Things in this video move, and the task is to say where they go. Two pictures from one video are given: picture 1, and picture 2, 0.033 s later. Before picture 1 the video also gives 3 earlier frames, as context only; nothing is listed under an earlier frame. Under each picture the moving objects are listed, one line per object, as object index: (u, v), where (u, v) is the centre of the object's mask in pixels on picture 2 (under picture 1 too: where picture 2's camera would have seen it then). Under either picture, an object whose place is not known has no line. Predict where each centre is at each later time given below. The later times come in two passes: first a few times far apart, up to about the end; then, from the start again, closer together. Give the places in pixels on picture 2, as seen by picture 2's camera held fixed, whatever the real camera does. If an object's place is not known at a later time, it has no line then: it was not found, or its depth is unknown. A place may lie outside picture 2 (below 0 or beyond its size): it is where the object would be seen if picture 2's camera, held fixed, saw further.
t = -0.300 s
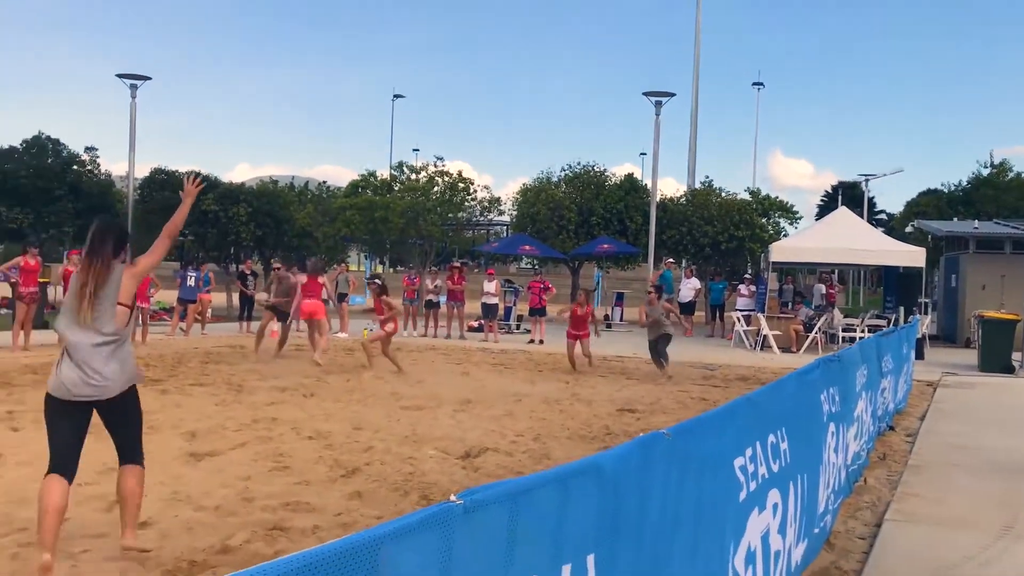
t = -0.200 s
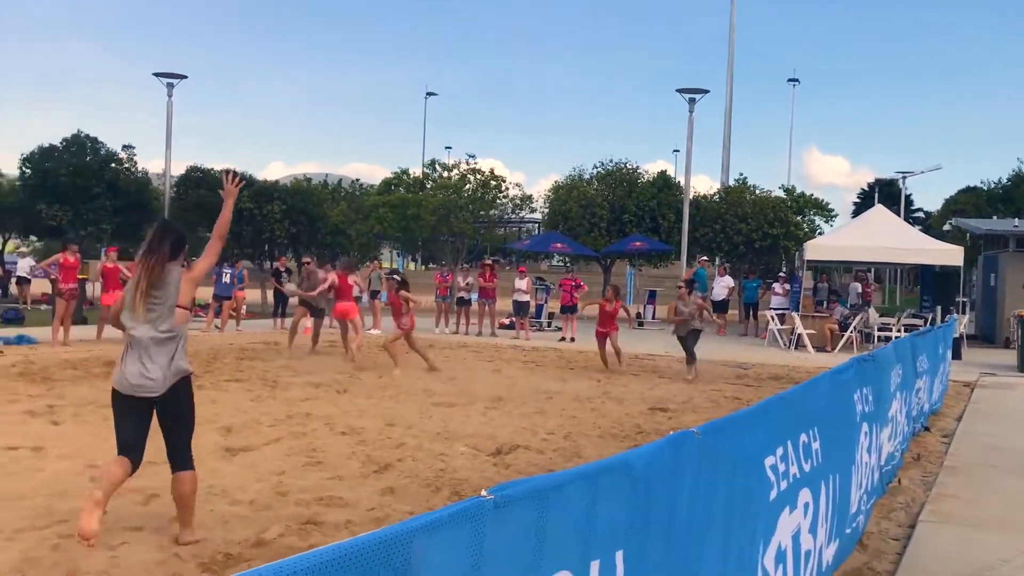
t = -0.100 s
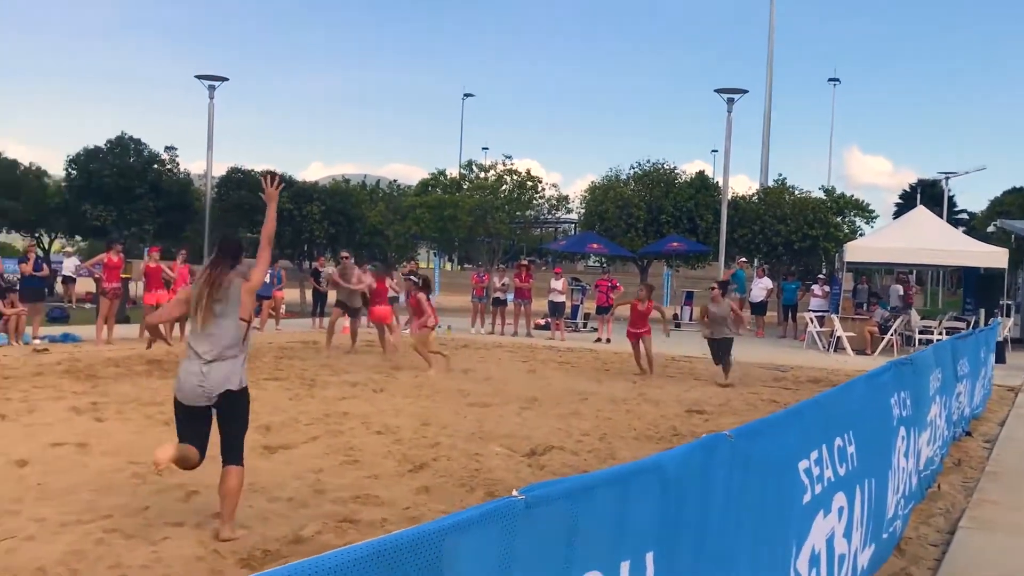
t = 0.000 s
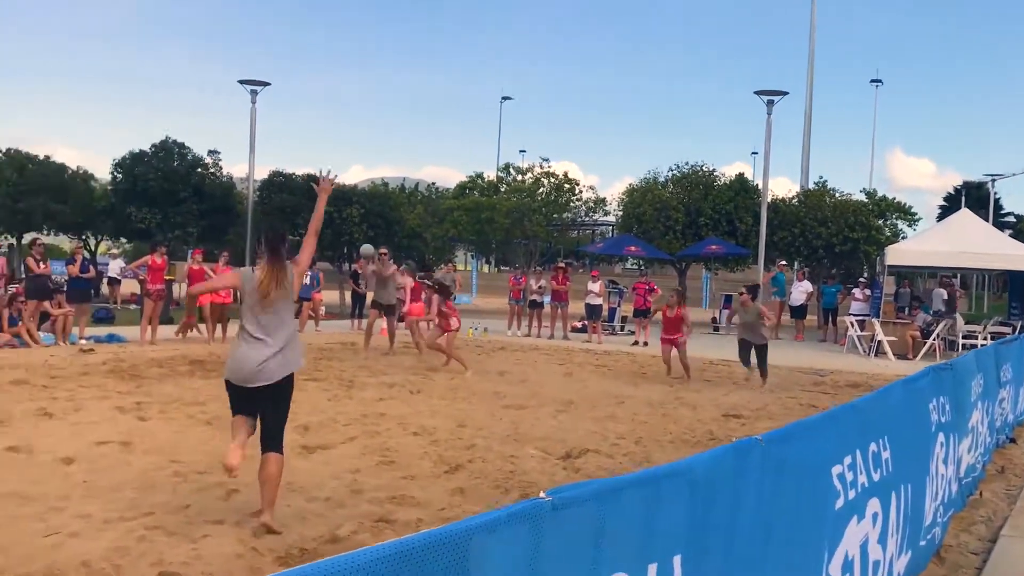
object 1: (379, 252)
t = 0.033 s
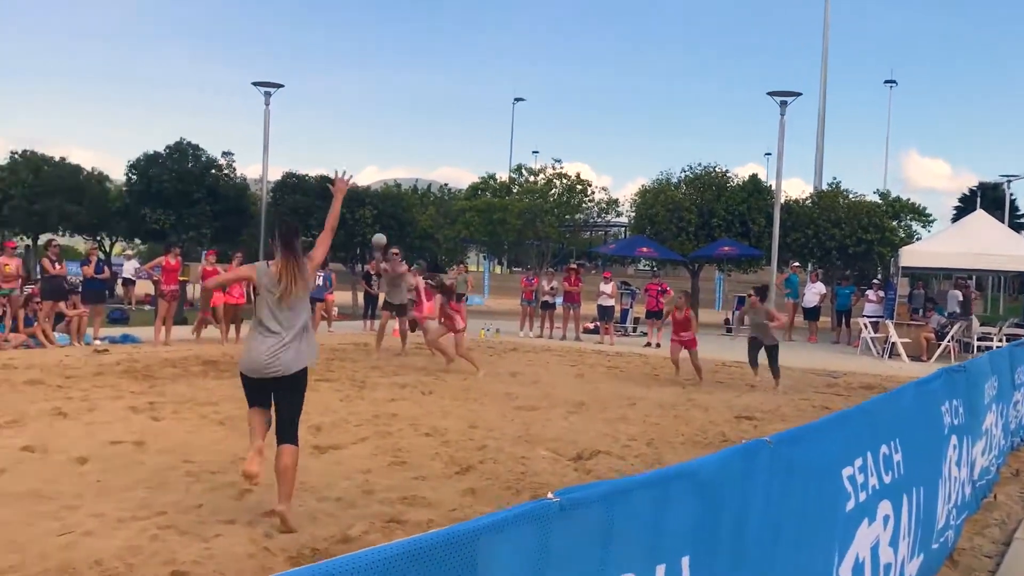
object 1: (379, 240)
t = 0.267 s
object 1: (374, 169)
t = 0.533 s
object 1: (366, 119)
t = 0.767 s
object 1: (355, 122)
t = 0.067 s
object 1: (378, 229)
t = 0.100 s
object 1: (377, 218)
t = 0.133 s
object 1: (377, 207)
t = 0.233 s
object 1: (375, 178)
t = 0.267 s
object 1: (374, 169)
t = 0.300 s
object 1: (373, 161)
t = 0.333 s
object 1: (372, 153)
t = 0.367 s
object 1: (371, 145)
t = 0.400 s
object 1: (370, 139)
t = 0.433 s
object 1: (369, 133)
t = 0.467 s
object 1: (368, 127)
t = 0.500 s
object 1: (367, 123)
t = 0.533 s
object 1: (366, 119)
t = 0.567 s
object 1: (365, 117)
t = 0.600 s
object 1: (363, 115)
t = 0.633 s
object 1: (362, 114)
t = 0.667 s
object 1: (360, 114)
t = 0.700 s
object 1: (359, 116)
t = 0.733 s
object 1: (357, 118)
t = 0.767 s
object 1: (355, 122)
